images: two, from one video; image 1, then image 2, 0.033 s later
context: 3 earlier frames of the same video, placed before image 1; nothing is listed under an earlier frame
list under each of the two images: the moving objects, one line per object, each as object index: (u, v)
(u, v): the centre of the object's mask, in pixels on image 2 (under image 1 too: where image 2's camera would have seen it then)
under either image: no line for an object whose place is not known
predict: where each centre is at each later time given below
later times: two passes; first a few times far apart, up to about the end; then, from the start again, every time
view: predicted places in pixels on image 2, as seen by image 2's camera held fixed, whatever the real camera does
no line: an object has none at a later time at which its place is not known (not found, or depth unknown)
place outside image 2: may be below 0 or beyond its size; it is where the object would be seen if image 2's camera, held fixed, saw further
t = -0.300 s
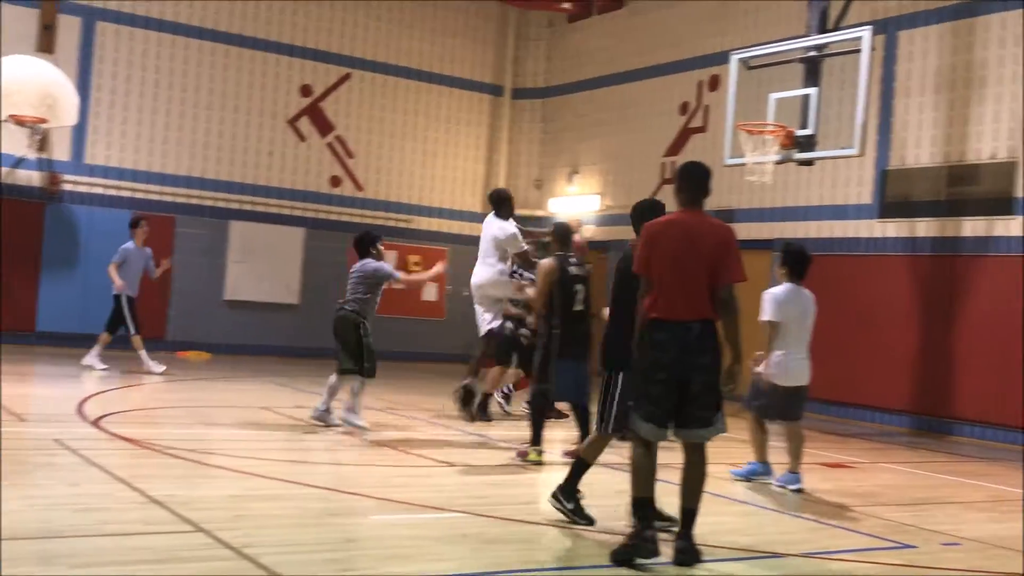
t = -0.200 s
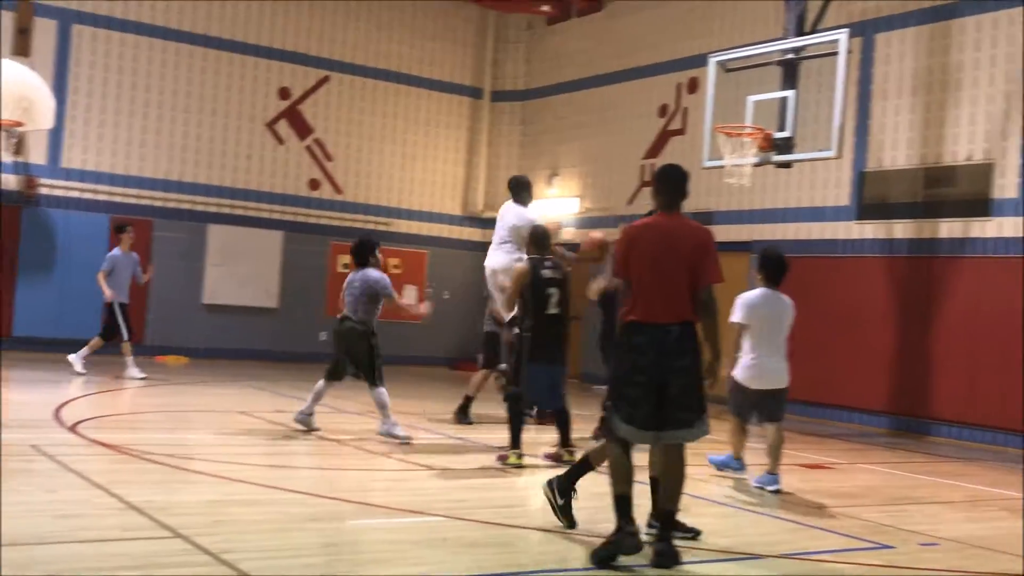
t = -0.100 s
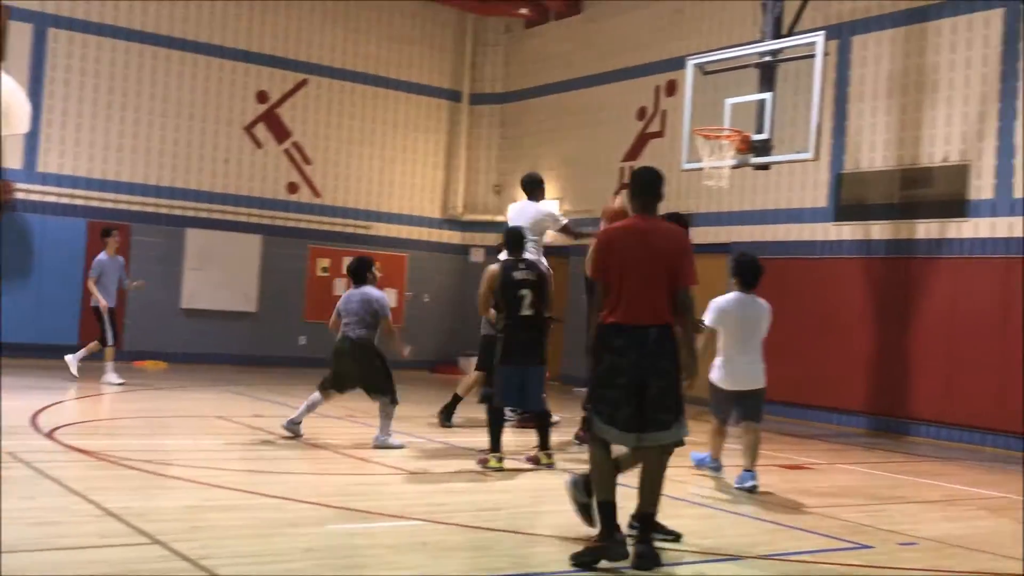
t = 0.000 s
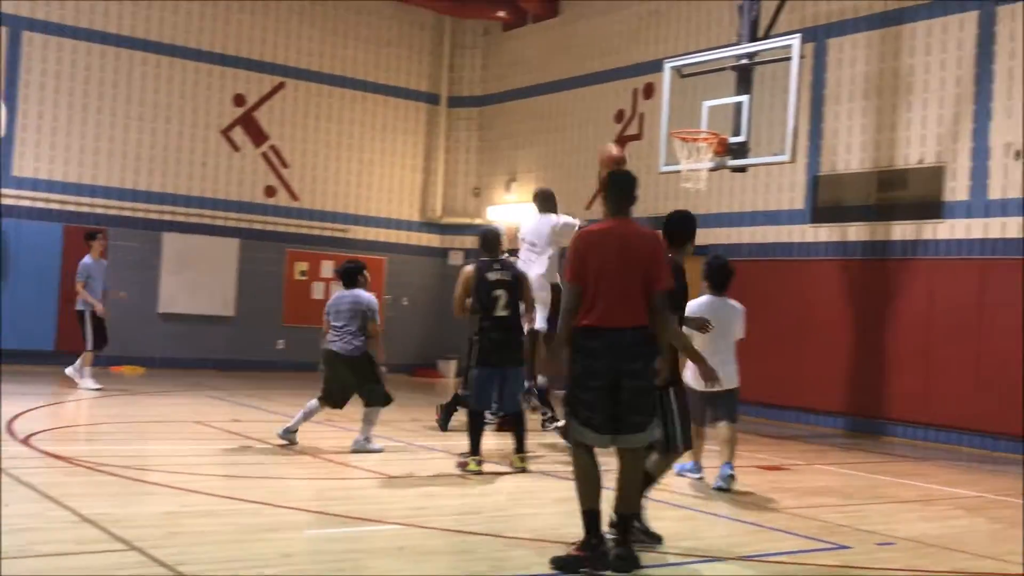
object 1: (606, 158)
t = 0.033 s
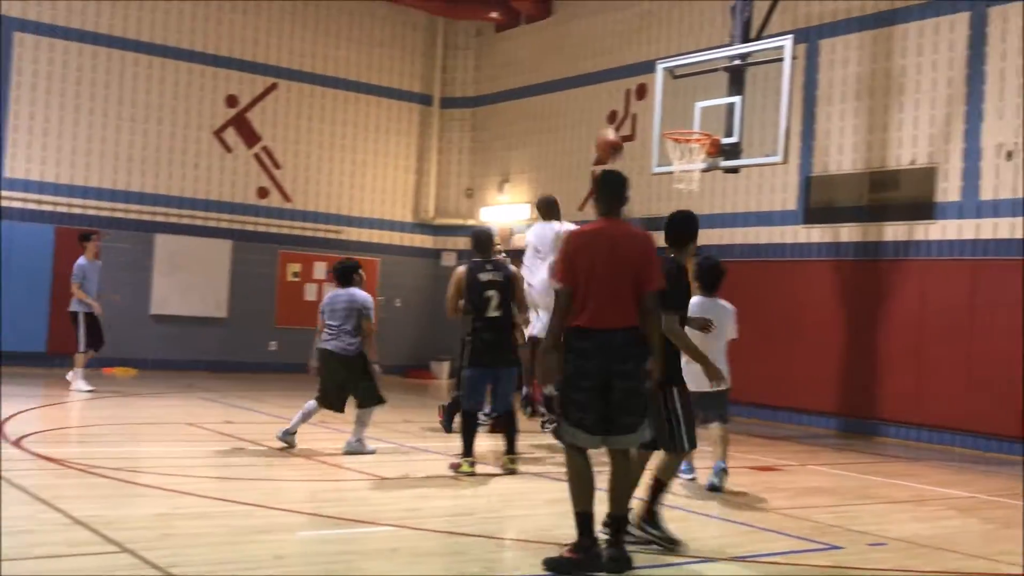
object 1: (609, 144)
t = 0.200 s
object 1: (626, 86)
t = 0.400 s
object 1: (645, 61)
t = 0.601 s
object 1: (660, 77)
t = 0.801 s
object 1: (673, 123)
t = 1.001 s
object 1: (695, 130)
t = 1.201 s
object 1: (676, 135)
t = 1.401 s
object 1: (699, 147)
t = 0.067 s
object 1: (612, 129)
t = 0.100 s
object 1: (617, 116)
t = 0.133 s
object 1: (620, 104)
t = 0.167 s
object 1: (624, 95)
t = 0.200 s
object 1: (626, 86)
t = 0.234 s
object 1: (629, 78)
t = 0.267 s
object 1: (634, 73)
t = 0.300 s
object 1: (638, 69)
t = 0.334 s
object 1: (640, 65)
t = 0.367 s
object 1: (642, 63)
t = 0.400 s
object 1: (645, 61)
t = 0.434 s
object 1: (648, 61)
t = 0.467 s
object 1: (651, 62)
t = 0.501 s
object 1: (652, 64)
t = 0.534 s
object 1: (655, 67)
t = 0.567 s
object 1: (657, 71)
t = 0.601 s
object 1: (660, 77)
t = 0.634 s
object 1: (661, 83)
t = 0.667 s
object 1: (664, 90)
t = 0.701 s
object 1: (666, 98)
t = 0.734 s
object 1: (666, 108)
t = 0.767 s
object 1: (669, 118)
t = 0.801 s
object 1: (673, 123)
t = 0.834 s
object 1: (679, 128)
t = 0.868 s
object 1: (686, 126)
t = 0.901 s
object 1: (694, 131)
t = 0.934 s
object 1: (696, 132)
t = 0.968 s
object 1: (697, 131)
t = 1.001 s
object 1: (695, 130)
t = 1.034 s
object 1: (692, 130)
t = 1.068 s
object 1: (686, 125)
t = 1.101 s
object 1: (681, 131)
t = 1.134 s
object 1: (678, 130)
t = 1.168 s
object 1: (676, 133)
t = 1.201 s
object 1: (676, 135)
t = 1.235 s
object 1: (678, 137)
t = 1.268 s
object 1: (682, 139)
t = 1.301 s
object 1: (689, 141)
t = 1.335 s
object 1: (691, 143)
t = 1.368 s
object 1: (696, 146)
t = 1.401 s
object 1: (699, 147)
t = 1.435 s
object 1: (702, 153)
